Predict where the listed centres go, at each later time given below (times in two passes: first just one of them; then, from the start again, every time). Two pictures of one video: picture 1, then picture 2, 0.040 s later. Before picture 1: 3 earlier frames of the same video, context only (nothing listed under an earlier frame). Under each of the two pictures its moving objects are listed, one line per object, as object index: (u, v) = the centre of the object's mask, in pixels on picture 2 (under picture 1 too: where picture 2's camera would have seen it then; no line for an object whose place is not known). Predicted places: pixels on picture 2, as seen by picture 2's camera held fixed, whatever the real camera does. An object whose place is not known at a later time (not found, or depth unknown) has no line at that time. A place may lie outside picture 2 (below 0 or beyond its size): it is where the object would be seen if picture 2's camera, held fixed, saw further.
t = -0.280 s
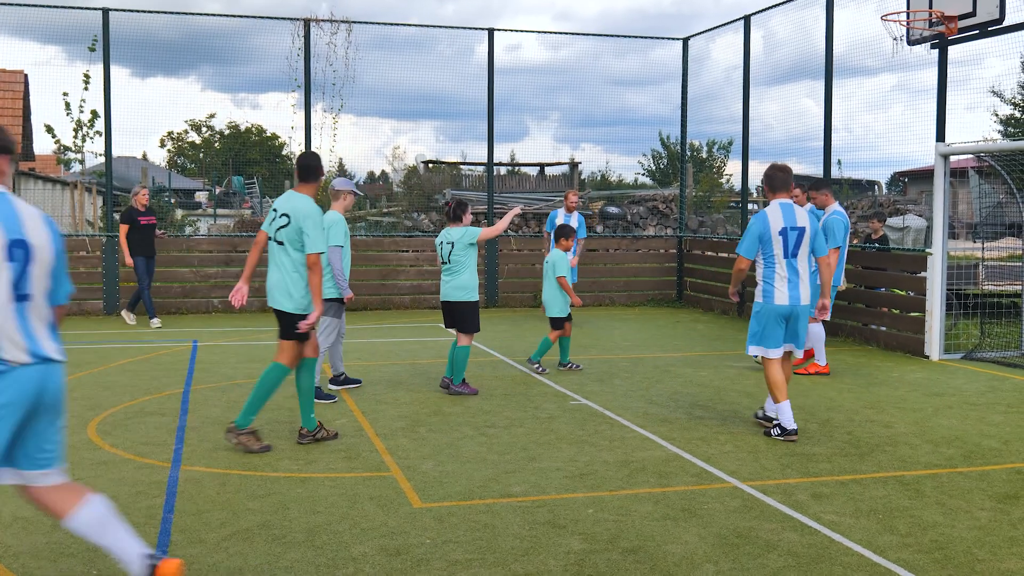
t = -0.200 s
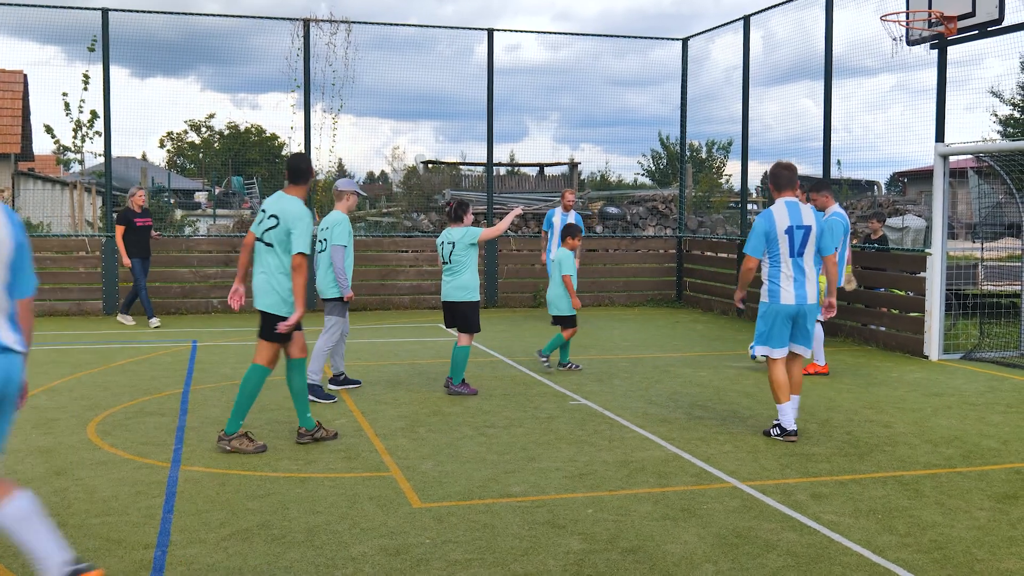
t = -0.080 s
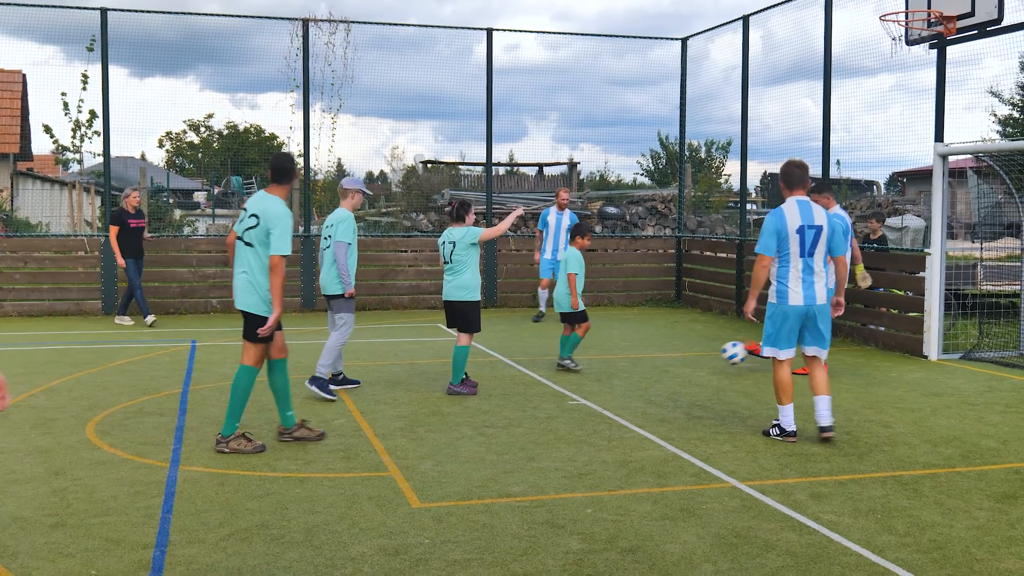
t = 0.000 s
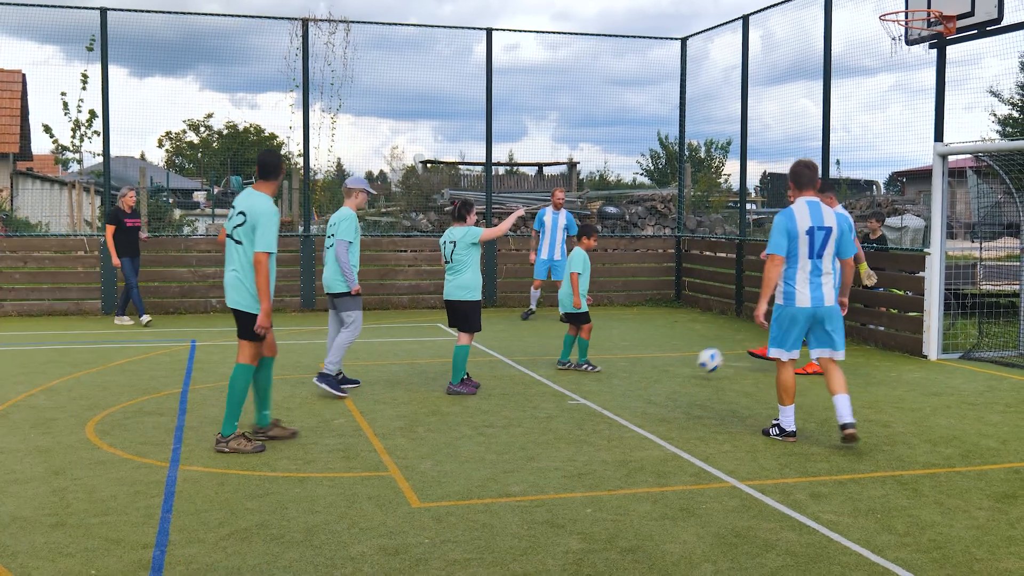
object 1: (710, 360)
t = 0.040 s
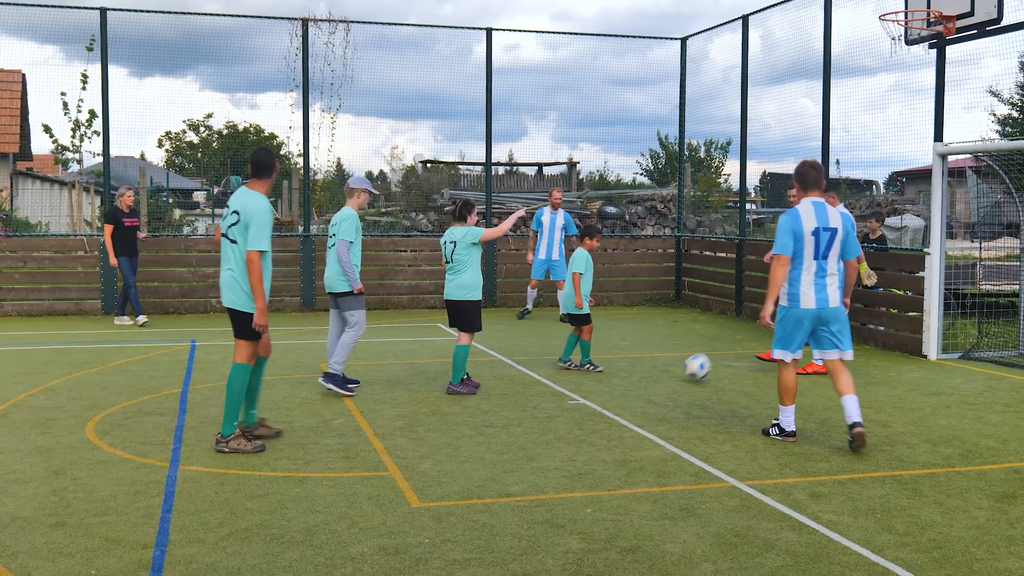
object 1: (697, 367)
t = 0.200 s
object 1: (658, 367)
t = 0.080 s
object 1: (686, 371)
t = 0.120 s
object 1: (677, 367)
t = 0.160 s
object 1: (668, 366)
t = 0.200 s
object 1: (658, 367)
